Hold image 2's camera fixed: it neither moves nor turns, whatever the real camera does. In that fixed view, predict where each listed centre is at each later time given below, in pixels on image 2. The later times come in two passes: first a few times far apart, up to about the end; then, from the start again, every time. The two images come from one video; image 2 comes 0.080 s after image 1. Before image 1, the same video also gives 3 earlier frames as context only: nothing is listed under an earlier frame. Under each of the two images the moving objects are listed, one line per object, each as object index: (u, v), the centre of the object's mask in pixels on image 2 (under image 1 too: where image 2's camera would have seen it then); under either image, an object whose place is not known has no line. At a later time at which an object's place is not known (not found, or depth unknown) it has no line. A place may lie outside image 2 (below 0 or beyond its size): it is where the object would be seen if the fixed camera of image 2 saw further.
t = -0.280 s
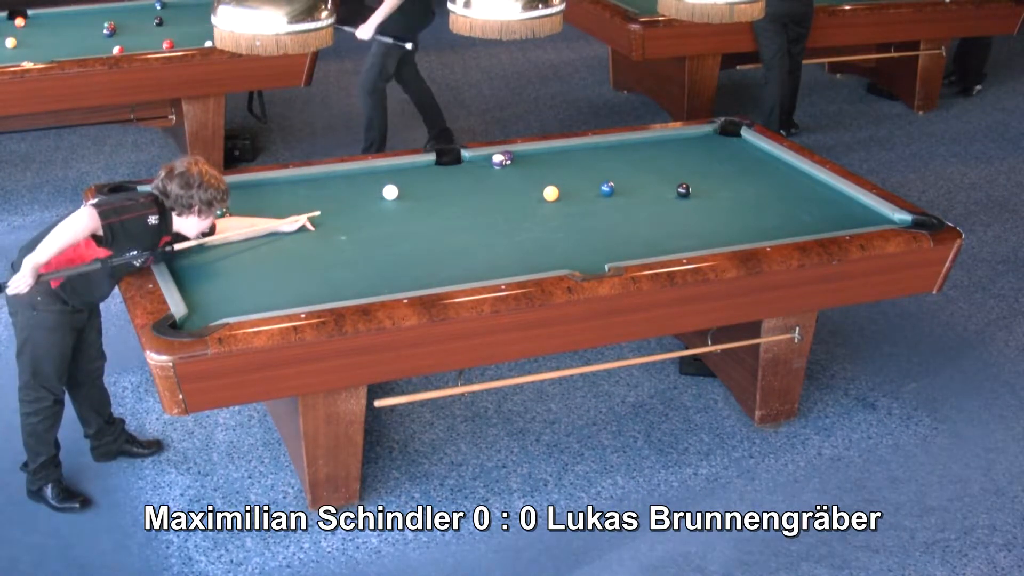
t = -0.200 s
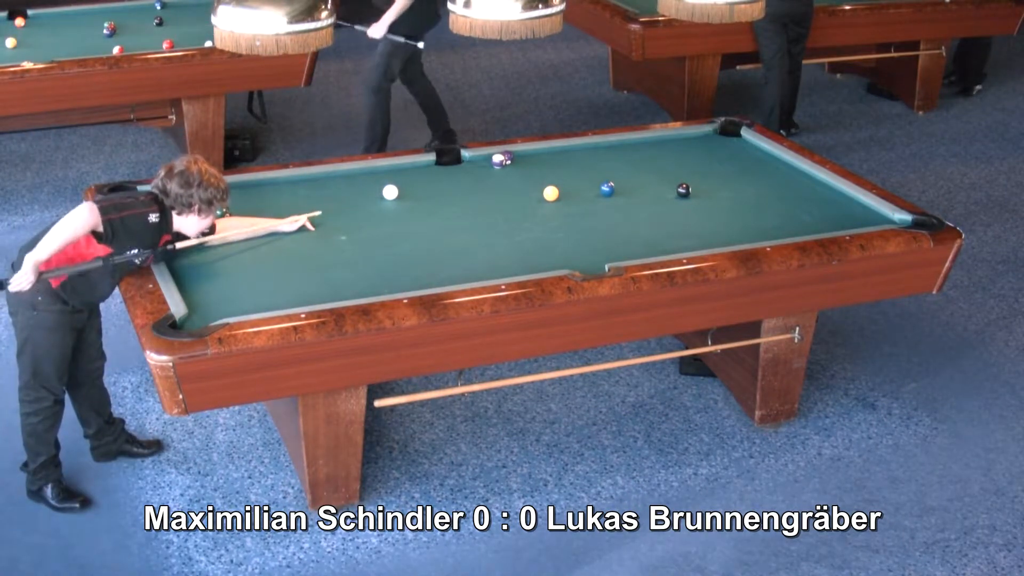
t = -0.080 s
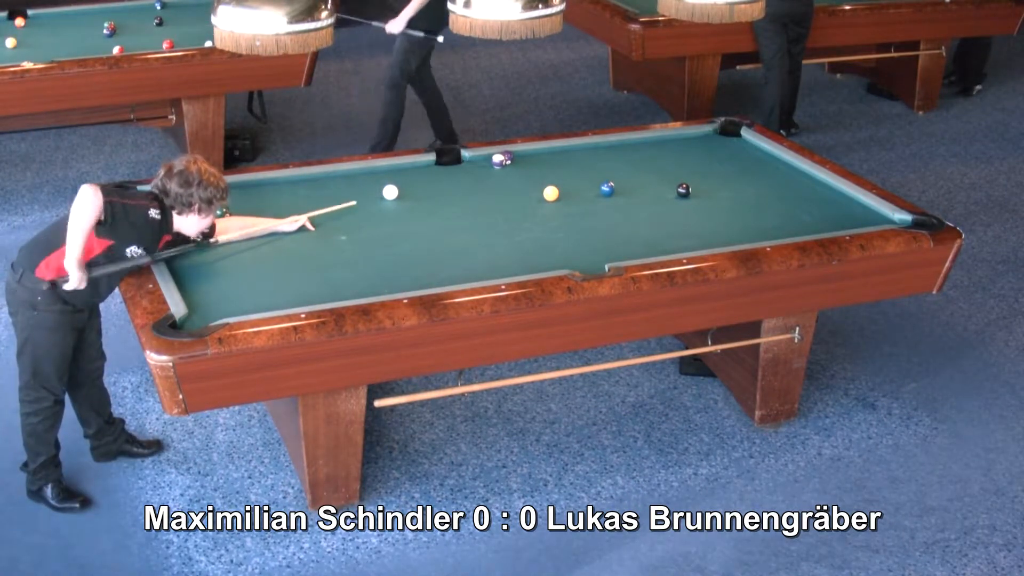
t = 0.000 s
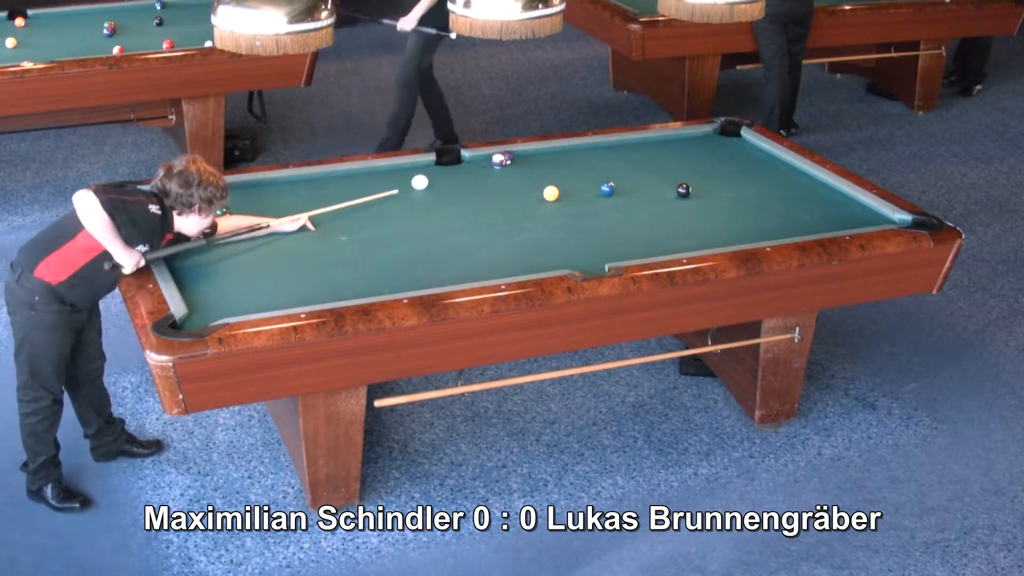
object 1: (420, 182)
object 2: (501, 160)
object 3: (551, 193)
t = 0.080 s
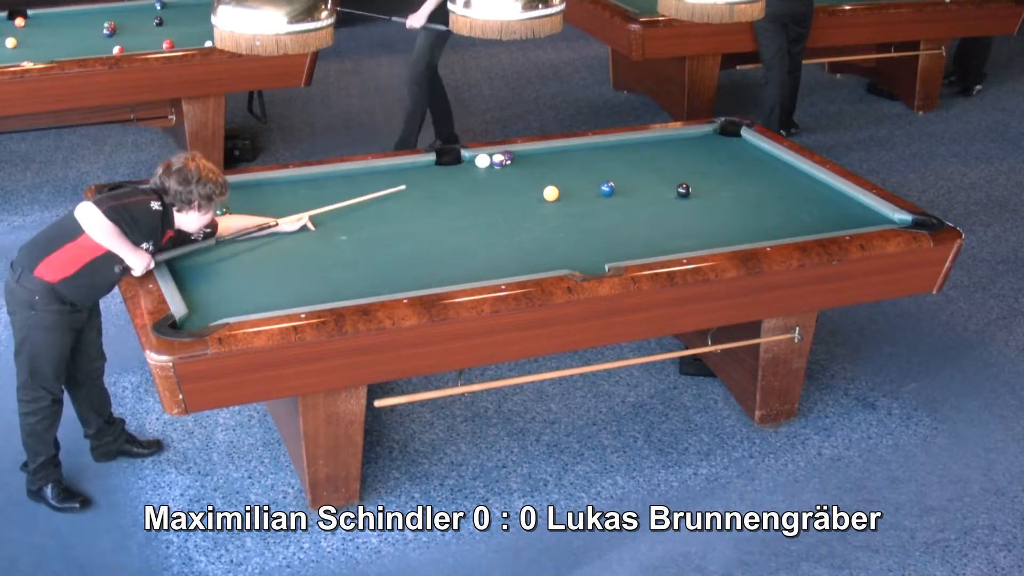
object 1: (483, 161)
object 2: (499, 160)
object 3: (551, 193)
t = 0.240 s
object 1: (518, 174)
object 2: (560, 173)
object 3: (551, 193)
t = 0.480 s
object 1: (547, 189)
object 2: (640, 188)
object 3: (566, 203)
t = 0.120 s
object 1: (491, 159)
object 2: (513, 160)
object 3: (551, 193)
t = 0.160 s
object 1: (500, 164)
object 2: (531, 165)
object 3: (551, 193)
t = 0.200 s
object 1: (509, 169)
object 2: (547, 170)
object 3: (551, 193)
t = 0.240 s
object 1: (518, 174)
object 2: (560, 173)
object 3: (551, 193)
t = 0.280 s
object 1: (526, 179)
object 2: (574, 175)
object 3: (551, 193)
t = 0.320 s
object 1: (534, 183)
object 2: (587, 176)
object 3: (551, 193)
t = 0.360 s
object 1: (541, 187)
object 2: (601, 180)
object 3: (552, 194)
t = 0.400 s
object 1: (544, 188)
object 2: (614, 181)
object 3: (555, 196)
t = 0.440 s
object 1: (546, 189)
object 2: (625, 184)
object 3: (560, 199)
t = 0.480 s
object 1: (547, 189)
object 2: (640, 188)
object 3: (566, 203)
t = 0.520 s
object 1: (549, 190)
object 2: (652, 190)
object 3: (571, 206)
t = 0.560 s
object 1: (551, 191)
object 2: (665, 193)
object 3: (575, 208)
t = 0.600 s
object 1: (553, 192)
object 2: (681, 194)
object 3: (579, 211)
